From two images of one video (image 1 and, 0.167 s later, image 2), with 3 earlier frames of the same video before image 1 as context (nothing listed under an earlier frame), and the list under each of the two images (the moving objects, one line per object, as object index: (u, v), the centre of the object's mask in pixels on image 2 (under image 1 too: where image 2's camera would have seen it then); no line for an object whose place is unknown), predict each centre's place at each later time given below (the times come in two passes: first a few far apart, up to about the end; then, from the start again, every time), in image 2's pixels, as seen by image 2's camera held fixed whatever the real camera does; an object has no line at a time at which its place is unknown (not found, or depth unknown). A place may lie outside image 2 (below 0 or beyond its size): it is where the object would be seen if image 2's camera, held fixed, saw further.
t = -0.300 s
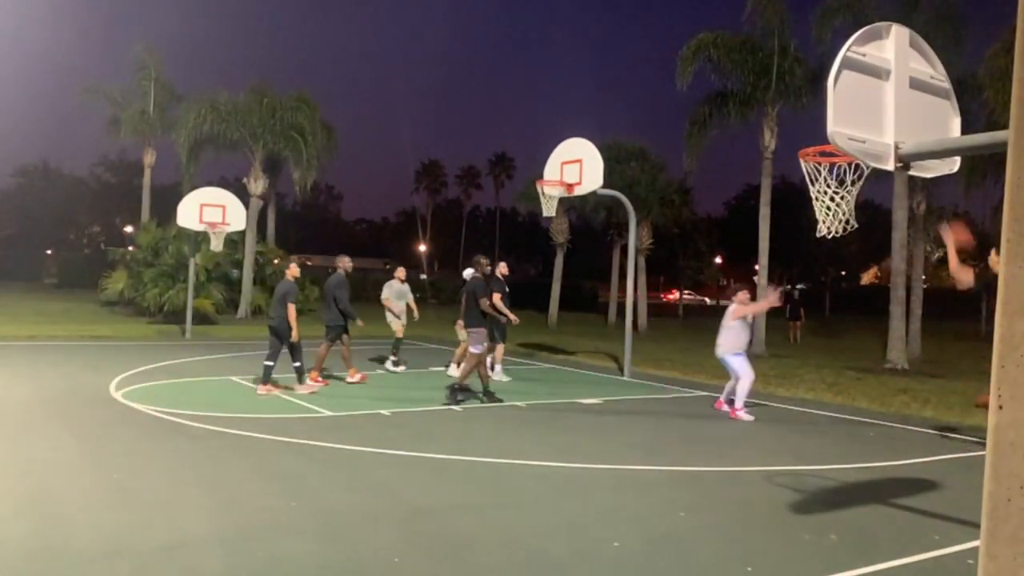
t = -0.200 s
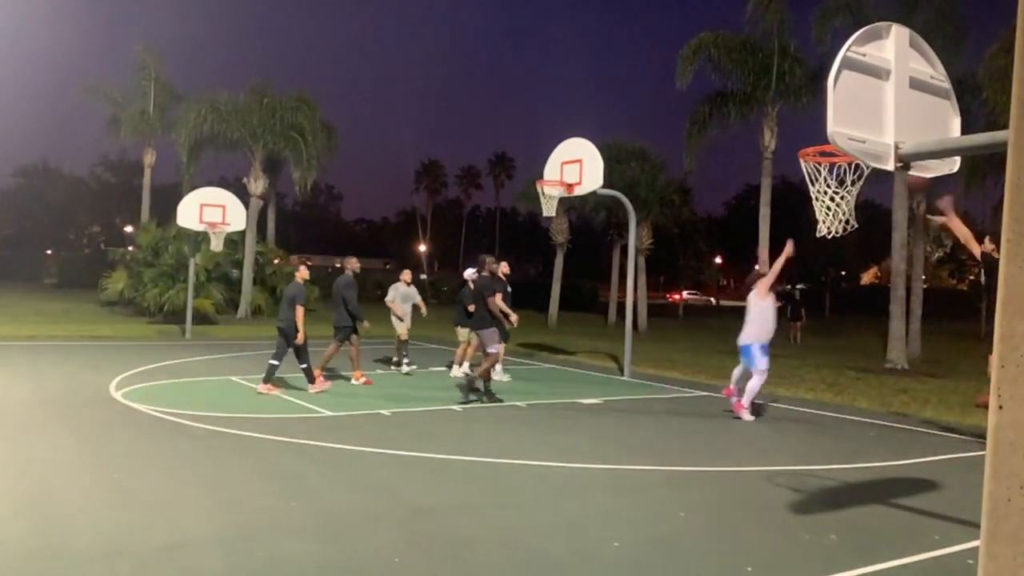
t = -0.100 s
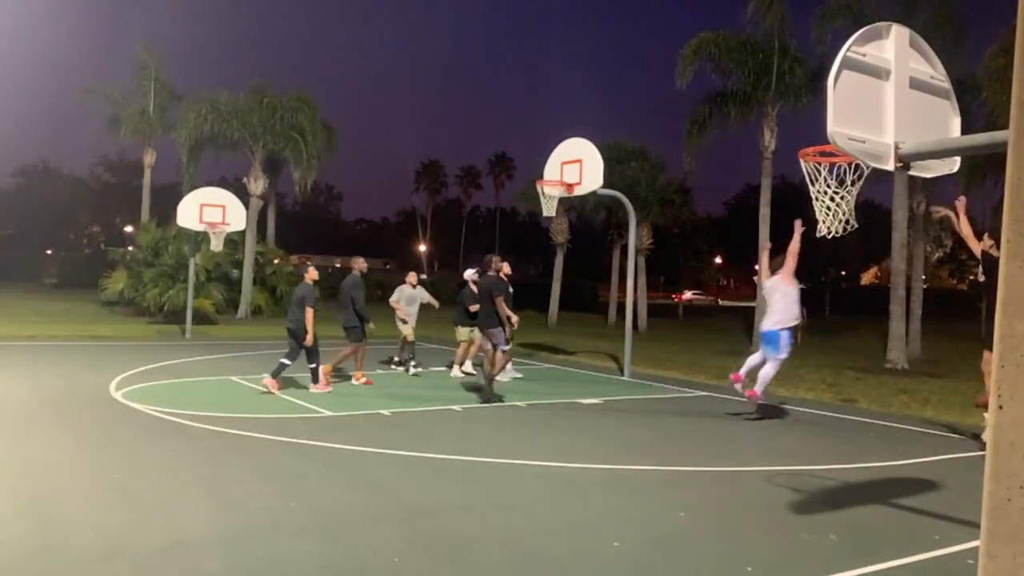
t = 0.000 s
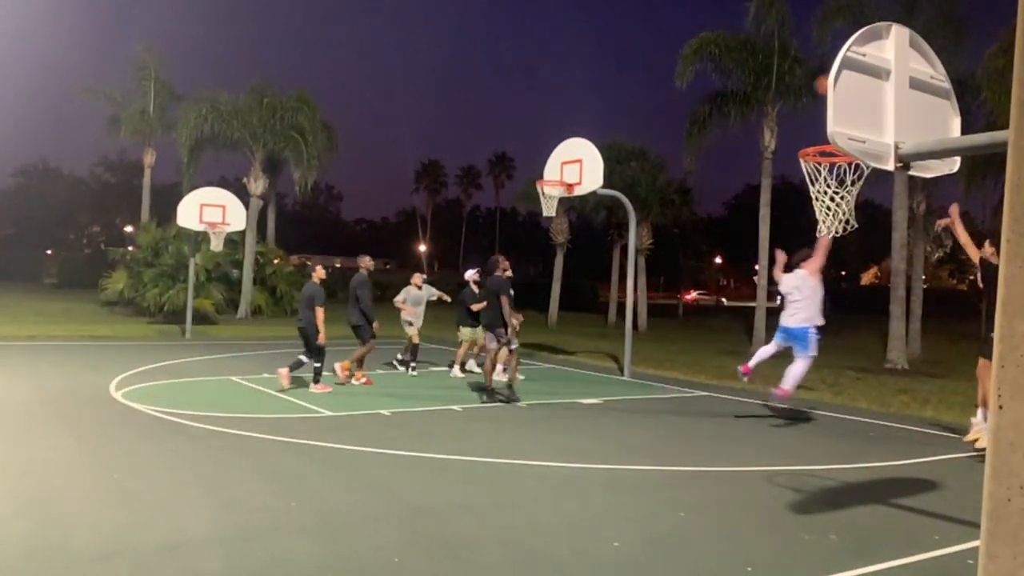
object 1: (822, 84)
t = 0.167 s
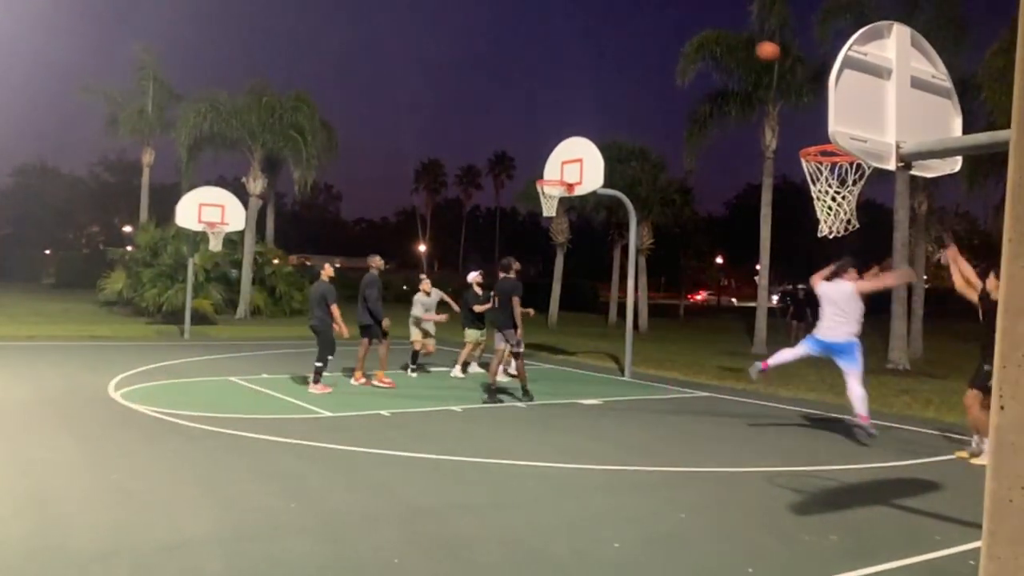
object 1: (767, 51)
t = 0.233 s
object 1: (745, 44)
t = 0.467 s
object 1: (673, 50)
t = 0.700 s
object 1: (612, 92)
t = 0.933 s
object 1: (558, 164)
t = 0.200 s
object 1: (756, 47)
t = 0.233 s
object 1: (745, 44)
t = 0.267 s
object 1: (734, 42)
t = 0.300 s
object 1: (723, 41)
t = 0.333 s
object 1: (713, 41)
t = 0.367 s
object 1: (703, 43)
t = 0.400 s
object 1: (692, 45)
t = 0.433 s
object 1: (682, 47)
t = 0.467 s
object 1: (673, 50)
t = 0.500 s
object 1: (663, 55)
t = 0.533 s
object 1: (654, 60)
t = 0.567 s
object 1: (645, 65)
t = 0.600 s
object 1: (636, 72)
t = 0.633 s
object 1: (628, 78)
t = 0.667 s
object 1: (620, 85)
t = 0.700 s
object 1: (612, 92)
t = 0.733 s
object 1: (604, 101)
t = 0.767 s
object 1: (595, 111)
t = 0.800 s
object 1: (588, 120)
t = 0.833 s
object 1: (581, 129)
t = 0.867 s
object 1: (573, 139)
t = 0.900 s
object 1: (565, 153)
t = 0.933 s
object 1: (558, 164)
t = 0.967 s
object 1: (551, 174)
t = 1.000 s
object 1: (547, 175)
